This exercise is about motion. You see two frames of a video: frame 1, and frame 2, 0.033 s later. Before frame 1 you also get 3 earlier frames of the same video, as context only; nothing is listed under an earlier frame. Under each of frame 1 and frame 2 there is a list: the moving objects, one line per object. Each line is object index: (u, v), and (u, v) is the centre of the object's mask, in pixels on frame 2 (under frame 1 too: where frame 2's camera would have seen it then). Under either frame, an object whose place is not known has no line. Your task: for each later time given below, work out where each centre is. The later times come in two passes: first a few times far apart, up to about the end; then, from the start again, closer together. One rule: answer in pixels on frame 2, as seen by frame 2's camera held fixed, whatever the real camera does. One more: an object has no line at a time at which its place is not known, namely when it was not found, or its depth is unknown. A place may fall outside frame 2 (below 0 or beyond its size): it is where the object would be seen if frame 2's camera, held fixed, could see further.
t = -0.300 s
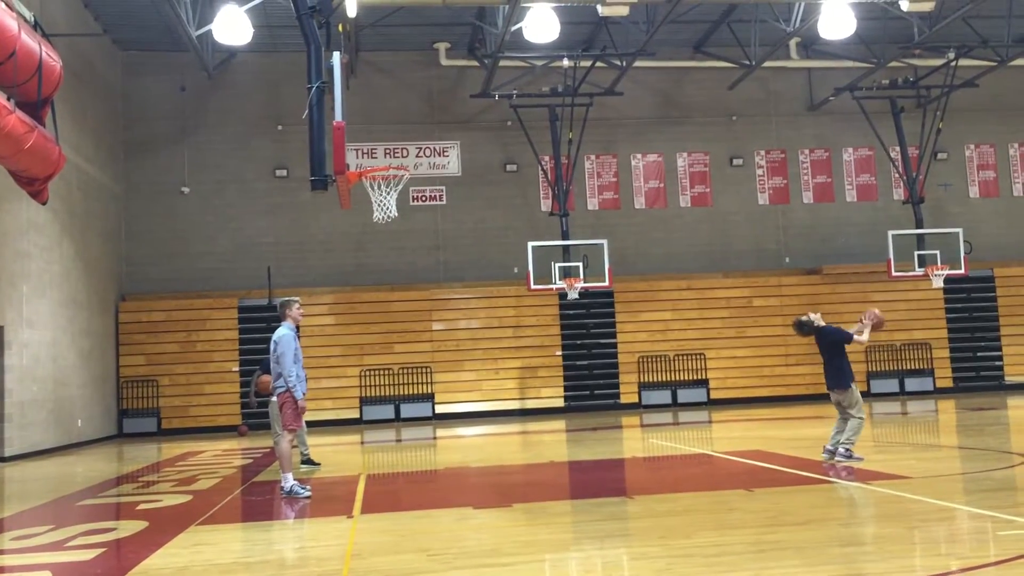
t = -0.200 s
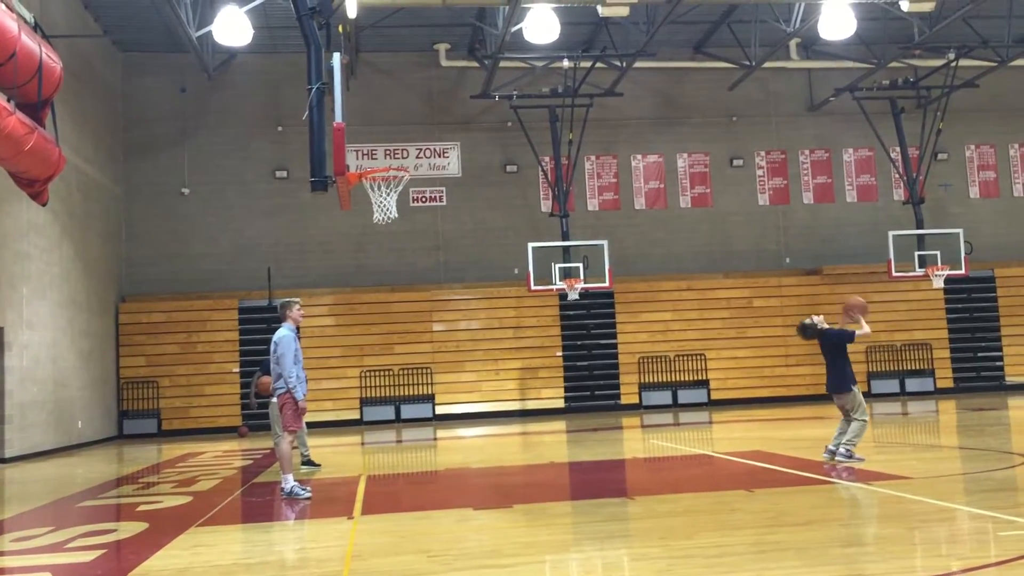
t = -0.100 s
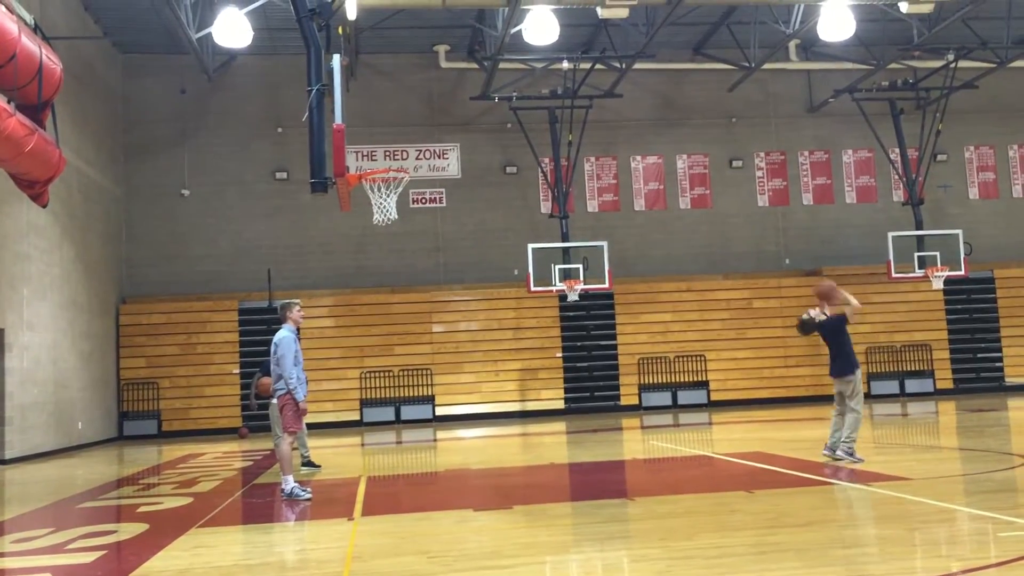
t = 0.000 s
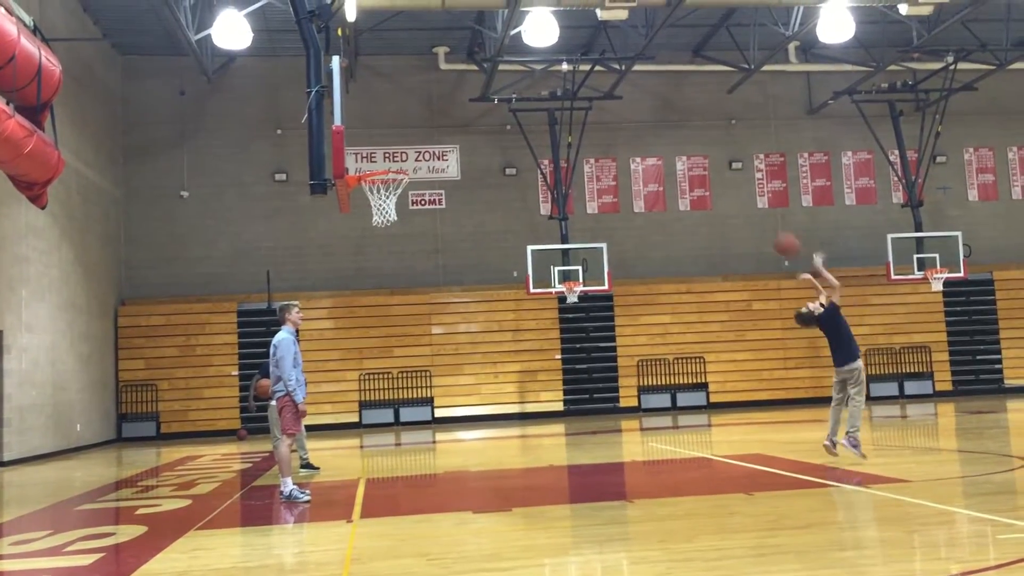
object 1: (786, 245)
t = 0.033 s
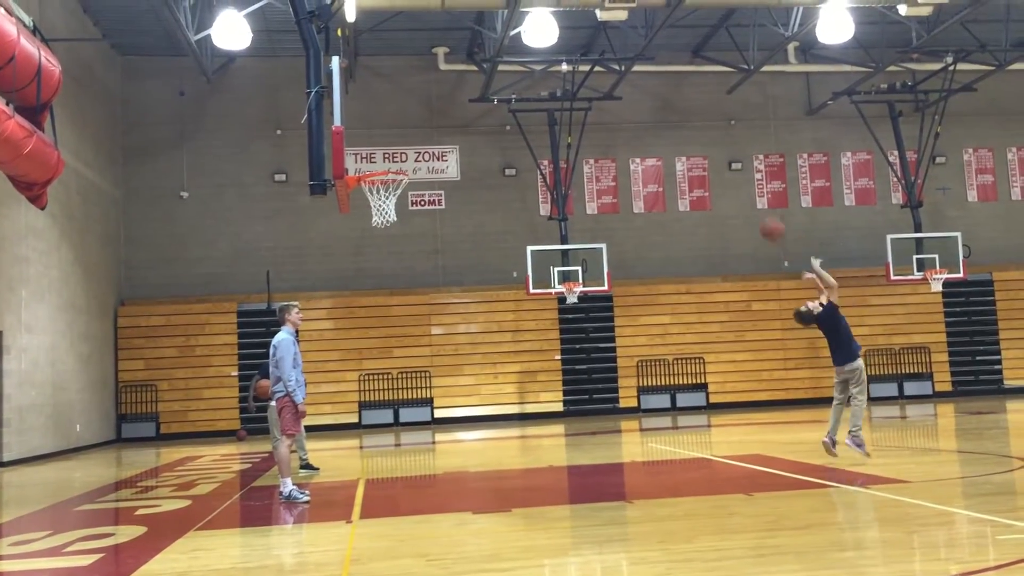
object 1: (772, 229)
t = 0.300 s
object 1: (659, 133)
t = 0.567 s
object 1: (549, 102)
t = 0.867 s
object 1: (431, 148)
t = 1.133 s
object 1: (374, 132)
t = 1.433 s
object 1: (379, 133)
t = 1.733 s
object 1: (402, 155)
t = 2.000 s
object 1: (394, 166)
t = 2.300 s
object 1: (374, 220)
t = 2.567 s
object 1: (370, 321)
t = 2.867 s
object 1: (366, 457)
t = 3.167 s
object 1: (360, 341)
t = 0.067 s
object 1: (755, 215)
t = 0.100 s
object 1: (741, 199)
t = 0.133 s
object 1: (728, 185)
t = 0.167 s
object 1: (715, 173)
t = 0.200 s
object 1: (700, 161)
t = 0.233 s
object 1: (685, 149)
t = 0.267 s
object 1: (672, 141)
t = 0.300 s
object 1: (659, 133)
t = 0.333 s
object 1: (645, 125)
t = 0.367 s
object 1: (631, 118)
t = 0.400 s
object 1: (618, 113)
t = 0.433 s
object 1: (604, 109)
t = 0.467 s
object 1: (590, 105)
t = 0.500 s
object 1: (578, 103)
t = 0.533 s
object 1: (563, 102)
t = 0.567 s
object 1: (549, 102)
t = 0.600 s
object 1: (537, 102)
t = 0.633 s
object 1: (523, 104)
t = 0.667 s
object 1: (510, 109)
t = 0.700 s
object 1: (496, 112)
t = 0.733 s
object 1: (483, 116)
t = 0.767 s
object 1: (469, 123)
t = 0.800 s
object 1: (456, 130)
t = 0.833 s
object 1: (444, 138)
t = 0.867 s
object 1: (431, 148)
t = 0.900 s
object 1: (418, 160)
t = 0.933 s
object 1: (408, 165)
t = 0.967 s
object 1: (401, 155)
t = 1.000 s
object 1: (395, 148)
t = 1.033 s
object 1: (389, 142)
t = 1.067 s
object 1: (384, 138)
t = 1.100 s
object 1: (378, 134)
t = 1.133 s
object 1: (374, 132)
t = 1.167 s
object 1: (368, 130)
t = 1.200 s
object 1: (362, 129)
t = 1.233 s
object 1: (356, 130)
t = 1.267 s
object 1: (356, 129)
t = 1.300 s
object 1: (361, 128)
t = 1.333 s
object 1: (366, 127)
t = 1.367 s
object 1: (370, 128)
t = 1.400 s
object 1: (375, 130)
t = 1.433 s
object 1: (379, 133)
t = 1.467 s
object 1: (384, 137)
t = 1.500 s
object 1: (389, 141)
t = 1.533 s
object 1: (394, 149)
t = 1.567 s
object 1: (399, 156)
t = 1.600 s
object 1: (404, 163)
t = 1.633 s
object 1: (404, 162)
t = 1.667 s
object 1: (403, 159)
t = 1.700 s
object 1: (403, 156)
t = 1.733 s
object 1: (402, 155)
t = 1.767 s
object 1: (401, 155)
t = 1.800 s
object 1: (401, 155)
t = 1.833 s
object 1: (400, 157)
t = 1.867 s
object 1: (400, 160)
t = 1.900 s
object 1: (399, 163)
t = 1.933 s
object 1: (399, 164)
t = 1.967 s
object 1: (397, 164)
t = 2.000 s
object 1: (394, 166)
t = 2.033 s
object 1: (392, 168)
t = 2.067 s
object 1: (392, 171)
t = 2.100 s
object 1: (388, 179)
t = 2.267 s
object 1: (373, 218)
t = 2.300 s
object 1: (374, 220)
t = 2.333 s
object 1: (374, 229)
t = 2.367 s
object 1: (373, 238)
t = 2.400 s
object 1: (373, 249)
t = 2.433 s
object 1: (372, 263)
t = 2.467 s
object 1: (371, 275)
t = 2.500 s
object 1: (371, 289)
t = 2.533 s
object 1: (371, 304)
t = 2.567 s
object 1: (370, 321)
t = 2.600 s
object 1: (370, 339)
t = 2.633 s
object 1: (370, 359)
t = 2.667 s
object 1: (370, 381)
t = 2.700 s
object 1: (369, 401)
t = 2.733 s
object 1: (368, 424)
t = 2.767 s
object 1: (368, 447)
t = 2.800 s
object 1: (367, 473)
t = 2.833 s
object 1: (367, 473)
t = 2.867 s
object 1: (366, 457)
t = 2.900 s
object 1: (365, 438)
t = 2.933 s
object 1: (364, 423)
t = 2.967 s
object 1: (364, 408)
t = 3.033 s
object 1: (361, 380)
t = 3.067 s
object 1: (361, 368)
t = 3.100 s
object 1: (360, 358)
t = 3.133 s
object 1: (360, 349)
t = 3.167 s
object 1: (360, 341)
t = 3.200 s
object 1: (359, 333)
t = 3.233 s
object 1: (359, 327)
